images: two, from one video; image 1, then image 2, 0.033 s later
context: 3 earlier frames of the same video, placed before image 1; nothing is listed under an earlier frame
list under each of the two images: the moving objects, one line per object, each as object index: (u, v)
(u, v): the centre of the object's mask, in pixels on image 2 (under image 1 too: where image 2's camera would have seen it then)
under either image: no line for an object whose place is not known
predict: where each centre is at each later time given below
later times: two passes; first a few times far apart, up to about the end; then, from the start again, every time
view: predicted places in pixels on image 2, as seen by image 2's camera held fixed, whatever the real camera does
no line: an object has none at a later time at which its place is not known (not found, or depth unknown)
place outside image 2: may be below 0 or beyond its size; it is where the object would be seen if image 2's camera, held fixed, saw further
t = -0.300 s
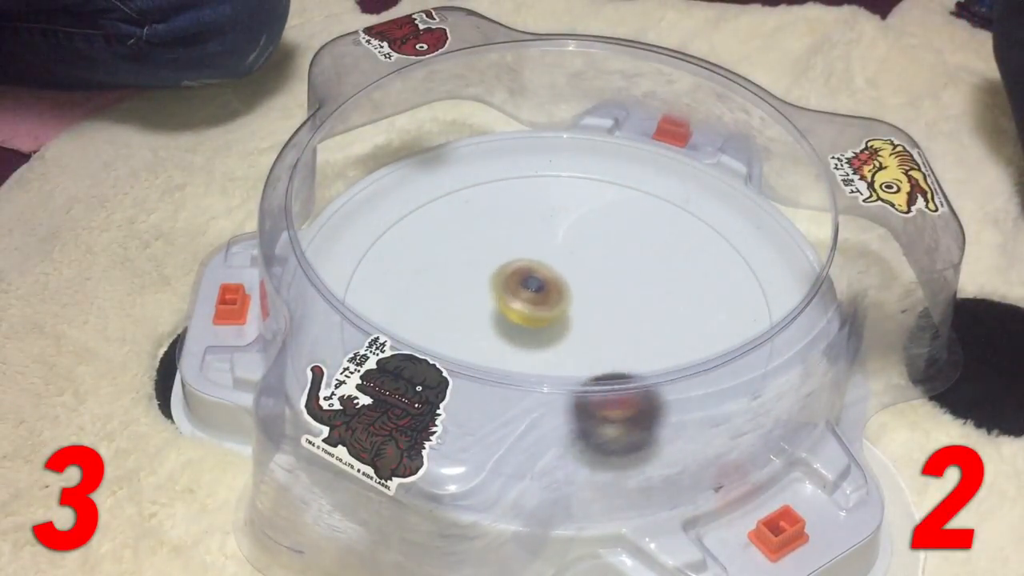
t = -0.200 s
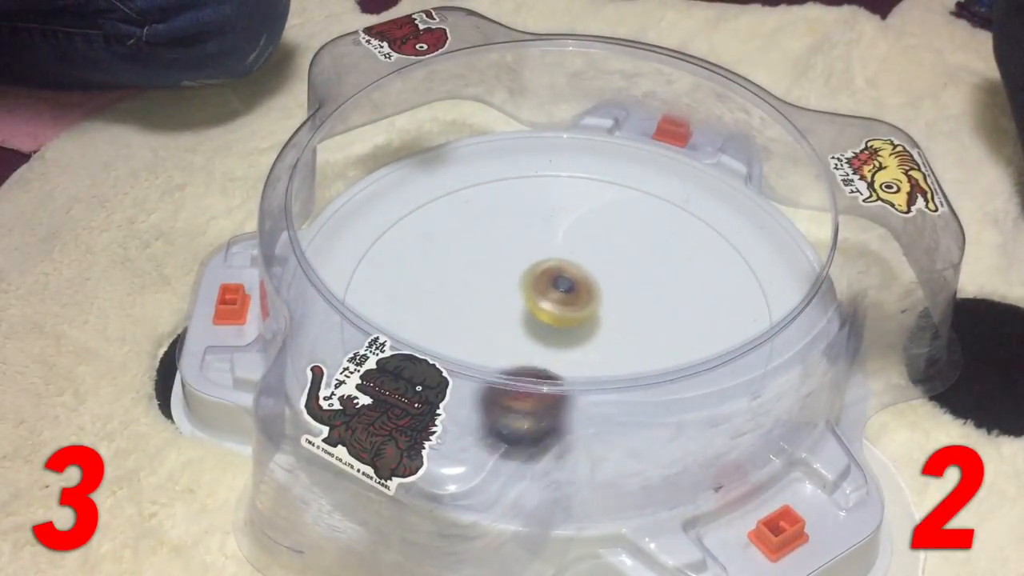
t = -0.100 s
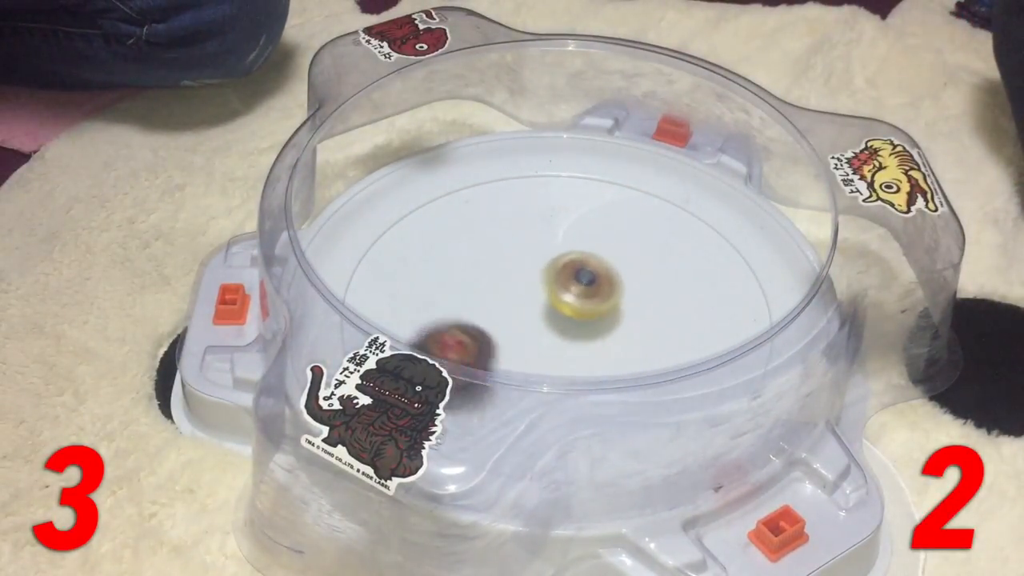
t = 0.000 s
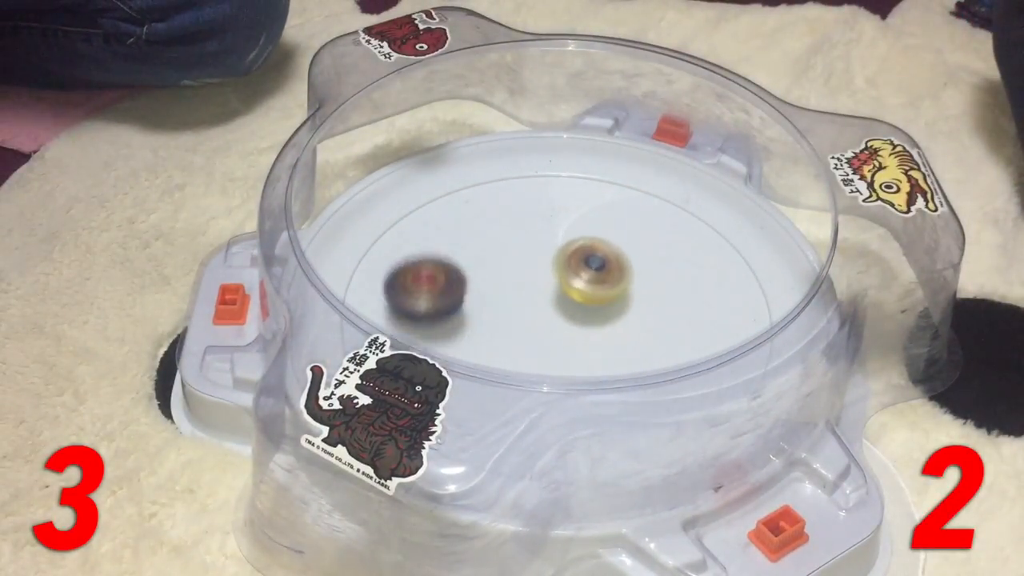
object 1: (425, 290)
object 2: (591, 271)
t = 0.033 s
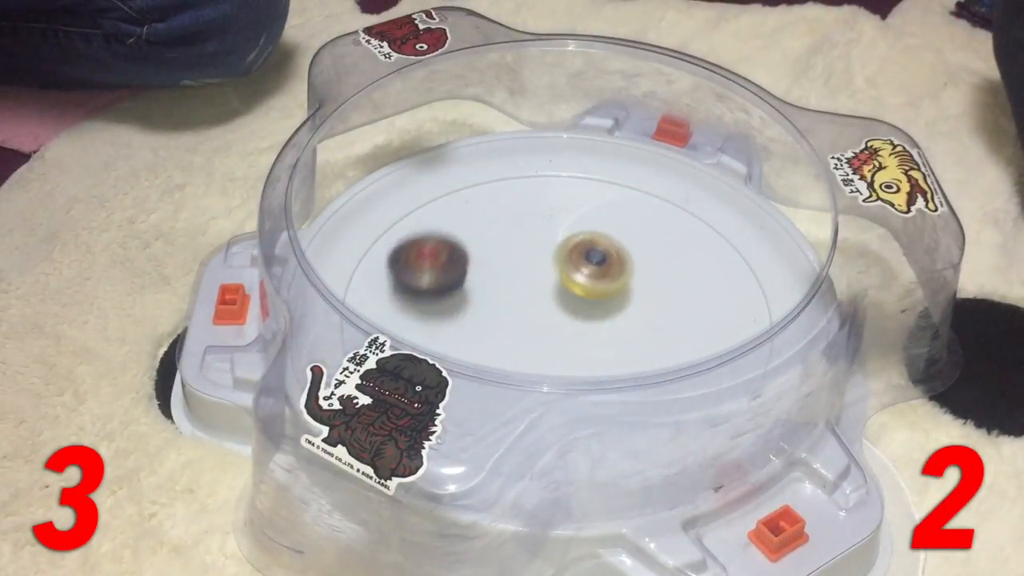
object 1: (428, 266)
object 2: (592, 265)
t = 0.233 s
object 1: (532, 162)
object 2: (573, 242)
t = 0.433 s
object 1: (697, 210)
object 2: (538, 252)
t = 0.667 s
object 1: (712, 363)
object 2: (564, 292)
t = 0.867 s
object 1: (497, 402)
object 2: (607, 311)
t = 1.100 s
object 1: (371, 248)
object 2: (617, 306)
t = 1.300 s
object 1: (508, 170)
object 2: (600, 304)
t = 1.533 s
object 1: (674, 224)
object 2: (595, 312)
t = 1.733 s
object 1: (663, 349)
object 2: (583, 316)
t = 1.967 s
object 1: (483, 379)
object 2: (521, 313)
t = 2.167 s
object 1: (394, 291)
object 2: (515, 315)
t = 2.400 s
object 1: (469, 225)
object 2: (525, 316)
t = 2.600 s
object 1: (599, 256)
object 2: (530, 320)
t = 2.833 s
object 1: (621, 368)
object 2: (540, 318)
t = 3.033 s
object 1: (498, 393)
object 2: (539, 298)
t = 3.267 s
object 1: (426, 309)
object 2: (526, 295)
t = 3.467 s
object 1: (481, 252)
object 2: (562, 282)
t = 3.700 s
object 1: (570, 241)
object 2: (630, 298)
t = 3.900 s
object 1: (591, 282)
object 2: (665, 319)
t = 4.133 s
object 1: (496, 288)
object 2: (718, 316)
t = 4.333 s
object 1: (476, 266)
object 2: (661, 305)
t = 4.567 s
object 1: (494, 259)
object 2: (544, 318)
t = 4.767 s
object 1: (521, 274)
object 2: (477, 339)
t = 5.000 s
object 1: (539, 309)
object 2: (482, 364)
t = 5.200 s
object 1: (561, 312)
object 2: (495, 370)
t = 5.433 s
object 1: (602, 309)
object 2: (509, 344)
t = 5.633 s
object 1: (622, 319)
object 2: (516, 313)
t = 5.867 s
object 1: (605, 326)
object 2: (522, 280)
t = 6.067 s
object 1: (583, 319)
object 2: (523, 265)
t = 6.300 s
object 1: (584, 326)
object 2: (512, 236)
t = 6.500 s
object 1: (569, 328)
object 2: (527, 256)
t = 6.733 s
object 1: (555, 337)
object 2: (565, 270)
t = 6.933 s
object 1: (534, 339)
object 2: (596, 286)
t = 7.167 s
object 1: (516, 329)
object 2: (621, 306)
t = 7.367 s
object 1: (521, 312)
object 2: (620, 320)
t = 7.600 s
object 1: (524, 289)
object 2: (606, 335)
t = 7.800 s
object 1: (535, 273)
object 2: (573, 340)
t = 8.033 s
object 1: (556, 268)
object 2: (524, 334)
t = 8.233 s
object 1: (571, 279)
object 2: (493, 319)
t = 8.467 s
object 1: (568, 302)
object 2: (479, 301)
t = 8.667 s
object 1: (569, 320)
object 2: (471, 288)
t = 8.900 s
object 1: (554, 332)
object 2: (502, 276)
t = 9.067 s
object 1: (543, 336)
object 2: (525, 267)
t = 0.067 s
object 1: (436, 244)
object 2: (592, 260)
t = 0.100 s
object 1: (449, 223)
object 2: (591, 255)
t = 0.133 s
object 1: (467, 203)
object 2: (588, 250)
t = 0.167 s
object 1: (485, 187)
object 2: (584, 246)
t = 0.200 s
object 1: (507, 173)
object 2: (578, 243)
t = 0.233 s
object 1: (532, 162)
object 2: (573, 242)
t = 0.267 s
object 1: (561, 157)
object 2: (567, 241)
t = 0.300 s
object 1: (589, 163)
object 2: (561, 241)
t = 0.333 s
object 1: (617, 172)
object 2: (554, 242)
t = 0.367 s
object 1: (645, 182)
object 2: (546, 245)
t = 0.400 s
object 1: (672, 195)
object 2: (542, 248)
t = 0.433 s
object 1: (697, 210)
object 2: (538, 252)
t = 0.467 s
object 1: (717, 227)
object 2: (536, 257)
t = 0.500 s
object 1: (733, 247)
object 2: (535, 262)
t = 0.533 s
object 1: (743, 269)
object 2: (538, 268)
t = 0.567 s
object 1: (747, 292)
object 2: (541, 274)
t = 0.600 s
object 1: (742, 314)
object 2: (549, 280)
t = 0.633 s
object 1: (732, 344)
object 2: (557, 287)
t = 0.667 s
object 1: (712, 363)
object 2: (564, 292)
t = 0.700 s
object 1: (687, 381)
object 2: (573, 298)
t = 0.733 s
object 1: (658, 396)
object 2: (580, 302)
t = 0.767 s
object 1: (618, 409)
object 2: (587, 306)
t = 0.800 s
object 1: (577, 416)
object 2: (594, 308)
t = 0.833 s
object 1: (537, 411)
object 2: (601, 310)
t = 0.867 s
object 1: (497, 402)
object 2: (607, 311)
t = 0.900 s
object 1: (469, 391)
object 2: (611, 311)
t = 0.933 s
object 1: (441, 350)
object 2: (616, 311)
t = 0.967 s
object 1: (412, 332)
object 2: (620, 310)
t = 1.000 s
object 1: (384, 319)
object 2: (621, 309)
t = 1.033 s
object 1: (376, 294)
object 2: (621, 308)
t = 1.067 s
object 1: (369, 273)
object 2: (620, 307)
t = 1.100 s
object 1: (371, 248)
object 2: (617, 306)
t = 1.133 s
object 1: (381, 224)
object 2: (613, 306)
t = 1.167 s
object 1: (399, 205)
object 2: (610, 305)
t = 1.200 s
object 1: (425, 192)
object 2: (607, 305)
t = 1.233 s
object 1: (452, 182)
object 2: (604, 304)
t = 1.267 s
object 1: (480, 175)
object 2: (602, 304)
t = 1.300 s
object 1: (508, 170)
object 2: (600, 304)
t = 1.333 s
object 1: (535, 169)
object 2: (599, 304)
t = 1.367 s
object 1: (563, 171)
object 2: (597, 305)
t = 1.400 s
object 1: (589, 176)
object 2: (596, 305)
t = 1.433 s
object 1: (614, 183)
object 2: (595, 307)
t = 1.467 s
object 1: (638, 193)
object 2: (594, 308)
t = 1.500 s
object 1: (658, 207)
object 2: (594, 309)
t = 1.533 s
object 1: (674, 224)
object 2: (595, 312)
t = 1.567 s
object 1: (687, 244)
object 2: (595, 314)
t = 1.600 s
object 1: (695, 264)
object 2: (595, 315)
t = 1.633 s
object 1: (696, 287)
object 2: (594, 316)
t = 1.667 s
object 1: (690, 309)
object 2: (593, 316)
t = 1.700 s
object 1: (677, 330)
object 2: (590, 316)
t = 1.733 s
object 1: (663, 349)
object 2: (583, 316)
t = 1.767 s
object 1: (646, 368)
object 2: (573, 314)
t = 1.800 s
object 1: (623, 381)
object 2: (564, 312)
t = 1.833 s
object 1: (597, 389)
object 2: (555, 311)
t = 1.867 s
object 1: (566, 393)
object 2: (547, 311)
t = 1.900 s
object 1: (536, 393)
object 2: (537, 312)
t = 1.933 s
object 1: (507, 388)
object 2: (529, 312)
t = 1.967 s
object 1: (483, 379)
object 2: (521, 313)
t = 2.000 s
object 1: (466, 364)
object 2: (514, 314)
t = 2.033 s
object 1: (444, 341)
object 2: (509, 316)
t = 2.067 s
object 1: (430, 331)
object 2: (505, 317)
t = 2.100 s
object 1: (415, 319)
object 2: (506, 316)
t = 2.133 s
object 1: (401, 304)
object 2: (511, 315)
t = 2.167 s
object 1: (394, 291)
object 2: (515, 315)
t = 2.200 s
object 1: (395, 275)
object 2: (519, 314)
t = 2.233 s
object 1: (400, 263)
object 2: (522, 314)
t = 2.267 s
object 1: (408, 253)
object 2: (525, 314)
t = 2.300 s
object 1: (419, 244)
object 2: (526, 314)
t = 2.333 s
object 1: (433, 237)
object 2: (527, 315)
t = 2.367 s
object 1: (450, 230)
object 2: (526, 315)
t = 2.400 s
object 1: (469, 225)
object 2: (525, 316)
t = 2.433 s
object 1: (490, 223)
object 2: (524, 317)
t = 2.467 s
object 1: (512, 223)
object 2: (523, 317)
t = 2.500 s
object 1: (535, 227)
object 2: (524, 318)
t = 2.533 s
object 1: (559, 234)
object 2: (526, 319)
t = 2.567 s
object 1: (580, 243)
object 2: (527, 319)
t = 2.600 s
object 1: (599, 256)
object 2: (530, 320)
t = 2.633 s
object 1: (616, 271)
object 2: (532, 320)
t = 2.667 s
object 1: (628, 288)
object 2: (534, 321)
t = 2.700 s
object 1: (637, 305)
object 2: (536, 320)
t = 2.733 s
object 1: (640, 323)
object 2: (537, 320)
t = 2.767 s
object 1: (639, 338)
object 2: (538, 319)
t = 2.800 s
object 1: (632, 356)
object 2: (539, 318)
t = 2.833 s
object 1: (621, 368)
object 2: (540, 318)
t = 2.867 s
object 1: (607, 374)
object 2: (541, 316)
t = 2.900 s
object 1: (589, 384)
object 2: (540, 312)
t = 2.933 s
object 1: (570, 390)
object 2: (539, 309)
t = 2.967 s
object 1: (547, 394)
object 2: (539, 305)
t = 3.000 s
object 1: (523, 396)
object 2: (539, 301)
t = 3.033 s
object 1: (498, 393)
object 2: (539, 298)
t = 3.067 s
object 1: (480, 386)
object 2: (538, 297)
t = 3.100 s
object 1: (467, 374)
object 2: (537, 296)
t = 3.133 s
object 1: (453, 359)
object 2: (534, 296)
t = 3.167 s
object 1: (439, 342)
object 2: (531, 297)
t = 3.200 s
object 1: (430, 331)
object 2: (528, 297)
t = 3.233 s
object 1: (426, 321)
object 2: (525, 296)
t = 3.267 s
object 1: (426, 309)
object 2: (526, 295)
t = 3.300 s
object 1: (434, 294)
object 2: (526, 292)
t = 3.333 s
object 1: (444, 282)
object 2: (527, 289)
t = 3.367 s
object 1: (447, 272)
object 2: (537, 287)
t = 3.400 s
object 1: (455, 264)
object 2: (546, 285)
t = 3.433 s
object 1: (466, 257)
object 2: (555, 283)
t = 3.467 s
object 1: (481, 252)
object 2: (562, 282)
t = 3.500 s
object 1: (496, 247)
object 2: (569, 282)
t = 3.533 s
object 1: (508, 243)
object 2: (580, 283)
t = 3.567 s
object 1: (522, 241)
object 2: (590, 283)
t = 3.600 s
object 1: (535, 240)
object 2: (599, 284)
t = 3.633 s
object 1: (547, 238)
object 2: (611, 289)
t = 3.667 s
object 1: (558, 238)
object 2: (622, 294)
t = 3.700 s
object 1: (570, 241)
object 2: (630, 298)
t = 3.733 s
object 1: (582, 247)
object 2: (636, 301)
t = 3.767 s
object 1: (590, 253)
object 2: (643, 305)
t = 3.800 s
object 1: (592, 259)
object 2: (652, 311)
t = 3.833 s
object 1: (594, 266)
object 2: (659, 315)
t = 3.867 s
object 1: (593, 274)
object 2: (663, 318)
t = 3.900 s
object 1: (591, 282)
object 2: (665, 319)
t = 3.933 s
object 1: (581, 289)
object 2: (673, 321)
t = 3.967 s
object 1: (561, 291)
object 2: (688, 325)
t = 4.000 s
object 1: (543, 292)
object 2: (700, 325)
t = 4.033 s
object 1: (528, 293)
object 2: (710, 324)
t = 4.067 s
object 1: (515, 292)
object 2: (716, 321)
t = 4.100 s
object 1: (504, 290)
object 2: (718, 318)
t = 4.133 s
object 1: (496, 288)
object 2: (718, 316)
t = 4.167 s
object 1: (489, 284)
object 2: (715, 312)
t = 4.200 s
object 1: (484, 280)
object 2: (709, 310)
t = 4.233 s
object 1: (480, 277)
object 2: (700, 306)
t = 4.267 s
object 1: (478, 273)
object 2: (689, 305)
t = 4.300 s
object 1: (477, 270)
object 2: (676, 305)
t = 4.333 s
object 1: (476, 266)
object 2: (661, 305)
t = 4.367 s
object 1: (477, 264)
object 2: (646, 306)
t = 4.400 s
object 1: (478, 262)
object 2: (629, 307)
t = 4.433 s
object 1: (481, 260)
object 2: (611, 308)
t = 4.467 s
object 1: (483, 259)
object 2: (594, 310)
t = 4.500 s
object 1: (486, 258)
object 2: (577, 312)
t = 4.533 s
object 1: (490, 258)
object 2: (559, 314)
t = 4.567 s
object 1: (494, 259)
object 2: (544, 318)
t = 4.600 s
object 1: (498, 260)
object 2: (528, 320)
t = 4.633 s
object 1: (503, 261)
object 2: (514, 324)
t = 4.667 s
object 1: (508, 263)
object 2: (501, 327)
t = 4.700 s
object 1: (513, 267)
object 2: (490, 332)
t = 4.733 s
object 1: (517, 270)
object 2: (483, 335)
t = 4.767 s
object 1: (521, 274)
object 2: (477, 339)
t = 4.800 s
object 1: (525, 279)
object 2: (473, 343)
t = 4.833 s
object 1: (529, 283)
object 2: (472, 347)
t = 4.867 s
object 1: (532, 288)
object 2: (472, 352)
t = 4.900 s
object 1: (535, 293)
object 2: (473, 356)
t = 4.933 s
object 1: (537, 298)
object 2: (476, 359)
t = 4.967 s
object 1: (538, 303)
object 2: (479, 362)
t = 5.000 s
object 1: (539, 309)
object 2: (482, 364)
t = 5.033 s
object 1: (540, 313)
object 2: (489, 361)
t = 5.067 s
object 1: (541, 317)
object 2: (494, 355)
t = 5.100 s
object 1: (545, 315)
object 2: (492, 369)
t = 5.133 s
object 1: (551, 313)
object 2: (493, 371)
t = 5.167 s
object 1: (556, 312)
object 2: (494, 372)
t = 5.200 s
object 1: (561, 312)
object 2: (495, 370)
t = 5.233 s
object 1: (566, 313)
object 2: (498, 366)
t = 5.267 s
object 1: (571, 315)
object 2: (502, 355)
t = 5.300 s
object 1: (575, 316)
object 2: (507, 352)
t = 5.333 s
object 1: (580, 317)
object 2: (510, 349)
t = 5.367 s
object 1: (588, 313)
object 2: (509, 348)
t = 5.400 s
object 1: (596, 310)
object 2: (509, 346)
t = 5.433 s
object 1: (602, 309)
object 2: (509, 344)
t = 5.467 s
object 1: (607, 310)
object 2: (510, 340)
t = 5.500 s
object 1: (612, 311)
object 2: (511, 334)
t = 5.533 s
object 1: (615, 312)
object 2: (512, 329)
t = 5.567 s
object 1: (618, 314)
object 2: (514, 324)
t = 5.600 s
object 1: (620, 317)
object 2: (515, 319)
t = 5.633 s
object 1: (622, 319)
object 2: (516, 313)
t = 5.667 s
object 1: (622, 321)
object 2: (517, 308)
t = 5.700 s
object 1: (621, 322)
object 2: (518, 302)
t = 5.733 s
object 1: (620, 324)
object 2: (519, 296)
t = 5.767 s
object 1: (617, 325)
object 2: (520, 292)
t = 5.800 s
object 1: (614, 326)
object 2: (521, 288)
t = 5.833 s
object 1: (610, 326)
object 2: (522, 283)
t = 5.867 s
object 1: (605, 326)
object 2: (522, 280)
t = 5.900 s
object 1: (601, 325)
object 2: (523, 277)
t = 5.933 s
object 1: (596, 324)
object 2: (524, 275)
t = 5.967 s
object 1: (592, 322)
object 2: (526, 273)
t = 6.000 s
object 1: (587, 321)
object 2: (526, 271)
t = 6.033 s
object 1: (584, 319)
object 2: (526, 268)
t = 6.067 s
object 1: (583, 319)
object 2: (523, 265)
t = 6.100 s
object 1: (581, 317)
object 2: (522, 262)
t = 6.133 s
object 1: (578, 315)
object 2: (522, 260)
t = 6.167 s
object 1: (575, 313)
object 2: (524, 259)
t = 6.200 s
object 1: (581, 318)
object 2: (521, 252)
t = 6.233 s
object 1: (584, 322)
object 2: (517, 243)
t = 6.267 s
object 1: (585, 325)
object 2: (514, 238)
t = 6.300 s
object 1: (584, 326)
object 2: (512, 236)
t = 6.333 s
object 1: (583, 328)
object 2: (513, 236)
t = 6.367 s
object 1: (581, 329)
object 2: (513, 237)
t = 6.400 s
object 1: (578, 330)
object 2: (515, 240)
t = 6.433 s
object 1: (575, 329)
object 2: (518, 244)
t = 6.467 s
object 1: (572, 329)
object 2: (522, 250)
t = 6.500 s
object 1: (569, 328)
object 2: (527, 256)
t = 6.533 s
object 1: (566, 327)
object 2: (534, 261)
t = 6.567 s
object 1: (564, 327)
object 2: (540, 264)
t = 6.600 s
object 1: (564, 331)
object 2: (545, 265)
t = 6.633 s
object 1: (562, 332)
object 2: (550, 267)
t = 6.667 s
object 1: (560, 333)
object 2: (555, 269)
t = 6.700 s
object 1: (558, 335)
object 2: (560, 269)
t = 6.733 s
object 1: (555, 337)
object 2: (565, 270)
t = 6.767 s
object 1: (552, 337)
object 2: (570, 272)
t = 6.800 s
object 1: (550, 338)
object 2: (575, 274)
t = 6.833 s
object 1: (547, 338)
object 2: (580, 278)
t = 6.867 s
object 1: (543, 338)
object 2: (585, 282)
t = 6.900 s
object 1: (538, 339)
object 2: (590, 284)
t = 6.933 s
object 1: (534, 339)
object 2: (596, 286)
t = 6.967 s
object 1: (530, 339)
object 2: (601, 289)
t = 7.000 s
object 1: (526, 338)
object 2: (605, 292)
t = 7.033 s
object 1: (523, 337)
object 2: (609, 295)
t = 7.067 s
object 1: (521, 335)
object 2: (613, 297)
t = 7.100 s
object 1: (519, 334)
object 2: (616, 301)
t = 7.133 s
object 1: (517, 331)
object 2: (619, 304)
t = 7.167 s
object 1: (516, 329)
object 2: (621, 306)
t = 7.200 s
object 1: (515, 326)
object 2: (622, 309)
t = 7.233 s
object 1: (516, 324)
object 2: (624, 312)
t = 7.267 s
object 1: (516, 321)
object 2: (624, 314)
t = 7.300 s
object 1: (517, 318)
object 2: (623, 316)
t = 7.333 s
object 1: (519, 315)
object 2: (622, 318)
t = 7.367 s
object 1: (521, 312)
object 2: (620, 320)
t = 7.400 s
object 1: (523, 310)
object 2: (617, 322)
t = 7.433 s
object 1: (526, 307)
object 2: (614, 324)
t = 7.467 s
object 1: (528, 305)
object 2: (610, 326)
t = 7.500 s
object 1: (530, 302)
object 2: (607, 328)
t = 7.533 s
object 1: (526, 298)
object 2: (608, 331)
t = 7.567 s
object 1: (524, 293)
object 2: (608, 334)
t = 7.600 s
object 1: (524, 289)
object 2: (606, 335)
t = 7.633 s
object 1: (525, 286)
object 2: (603, 336)
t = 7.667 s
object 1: (527, 282)
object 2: (599, 338)
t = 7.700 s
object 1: (528, 280)
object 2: (593, 338)
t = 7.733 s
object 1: (530, 277)
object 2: (586, 339)
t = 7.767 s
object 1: (533, 275)
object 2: (580, 339)
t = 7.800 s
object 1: (535, 273)
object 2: (573, 340)
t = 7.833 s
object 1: (538, 271)
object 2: (566, 340)
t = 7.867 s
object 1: (541, 270)
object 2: (559, 339)
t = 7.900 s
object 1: (544, 269)
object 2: (551, 339)
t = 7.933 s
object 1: (547, 268)
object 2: (544, 338)
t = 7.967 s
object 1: (550, 268)
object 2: (538, 337)
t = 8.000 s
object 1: (553, 268)
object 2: (531, 336)
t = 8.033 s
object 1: (556, 268)
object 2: (524, 334)
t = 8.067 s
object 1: (559, 269)
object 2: (518, 332)
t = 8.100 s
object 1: (562, 270)
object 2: (513, 330)
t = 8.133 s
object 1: (565, 271)
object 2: (507, 327)
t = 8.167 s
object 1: (567, 273)
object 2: (503, 324)
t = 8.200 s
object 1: (569, 276)
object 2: (498, 322)
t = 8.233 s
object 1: (571, 279)
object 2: (493, 319)
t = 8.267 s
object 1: (572, 282)
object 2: (490, 317)
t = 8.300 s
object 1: (573, 286)
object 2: (487, 314)
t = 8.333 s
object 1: (573, 289)
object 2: (485, 312)
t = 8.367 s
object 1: (572, 293)
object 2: (483, 309)
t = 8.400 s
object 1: (571, 296)
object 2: (481, 306)
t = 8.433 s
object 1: (570, 300)
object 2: (479, 304)
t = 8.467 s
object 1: (568, 302)
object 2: (479, 301)
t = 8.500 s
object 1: (566, 305)
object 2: (478, 298)
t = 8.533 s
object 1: (569, 308)
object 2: (473, 295)
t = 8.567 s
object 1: (570, 311)
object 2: (470, 293)
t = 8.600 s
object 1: (570, 314)
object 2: (469, 291)
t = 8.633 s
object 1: (570, 317)
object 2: (470, 289)
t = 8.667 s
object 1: (569, 320)
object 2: (471, 288)
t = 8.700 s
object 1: (568, 322)
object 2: (474, 286)
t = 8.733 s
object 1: (566, 324)
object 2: (478, 285)
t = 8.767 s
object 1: (564, 327)
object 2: (482, 284)
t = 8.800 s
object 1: (561, 328)
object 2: (487, 282)
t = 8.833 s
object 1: (559, 330)
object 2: (492, 280)
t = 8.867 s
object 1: (556, 331)
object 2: (497, 279)
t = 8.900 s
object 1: (554, 332)
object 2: (502, 276)
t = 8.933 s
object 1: (552, 335)
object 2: (506, 274)
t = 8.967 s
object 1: (550, 336)
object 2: (510, 272)
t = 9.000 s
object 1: (548, 336)
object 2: (515, 269)
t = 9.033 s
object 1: (546, 336)
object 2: (520, 267)
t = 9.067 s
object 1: (543, 336)
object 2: (525, 267)
